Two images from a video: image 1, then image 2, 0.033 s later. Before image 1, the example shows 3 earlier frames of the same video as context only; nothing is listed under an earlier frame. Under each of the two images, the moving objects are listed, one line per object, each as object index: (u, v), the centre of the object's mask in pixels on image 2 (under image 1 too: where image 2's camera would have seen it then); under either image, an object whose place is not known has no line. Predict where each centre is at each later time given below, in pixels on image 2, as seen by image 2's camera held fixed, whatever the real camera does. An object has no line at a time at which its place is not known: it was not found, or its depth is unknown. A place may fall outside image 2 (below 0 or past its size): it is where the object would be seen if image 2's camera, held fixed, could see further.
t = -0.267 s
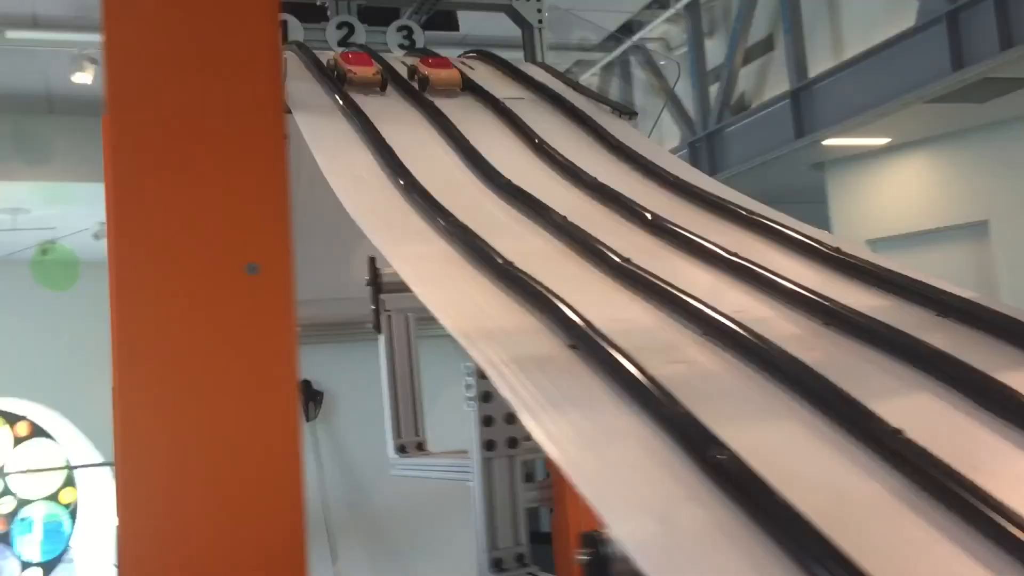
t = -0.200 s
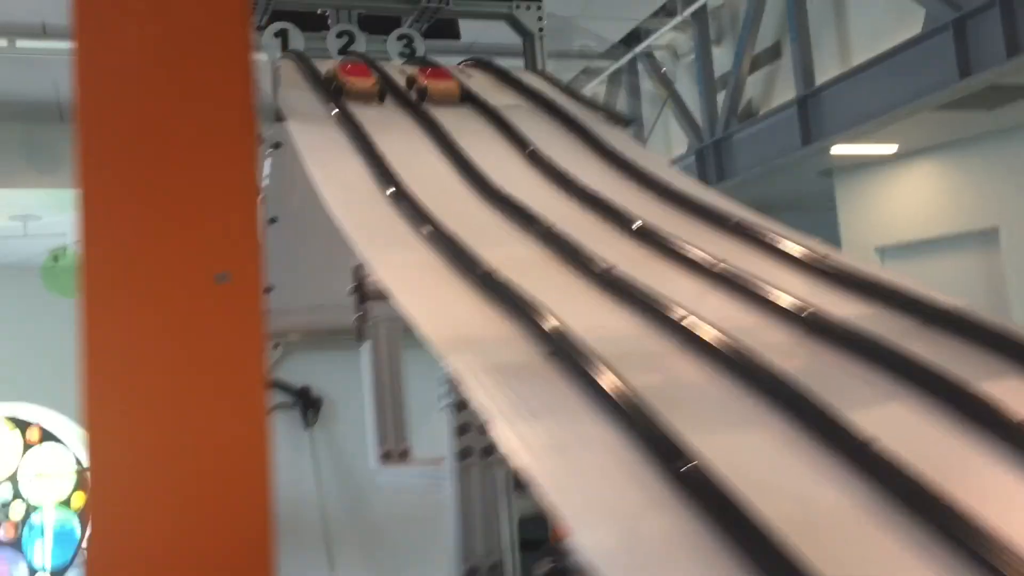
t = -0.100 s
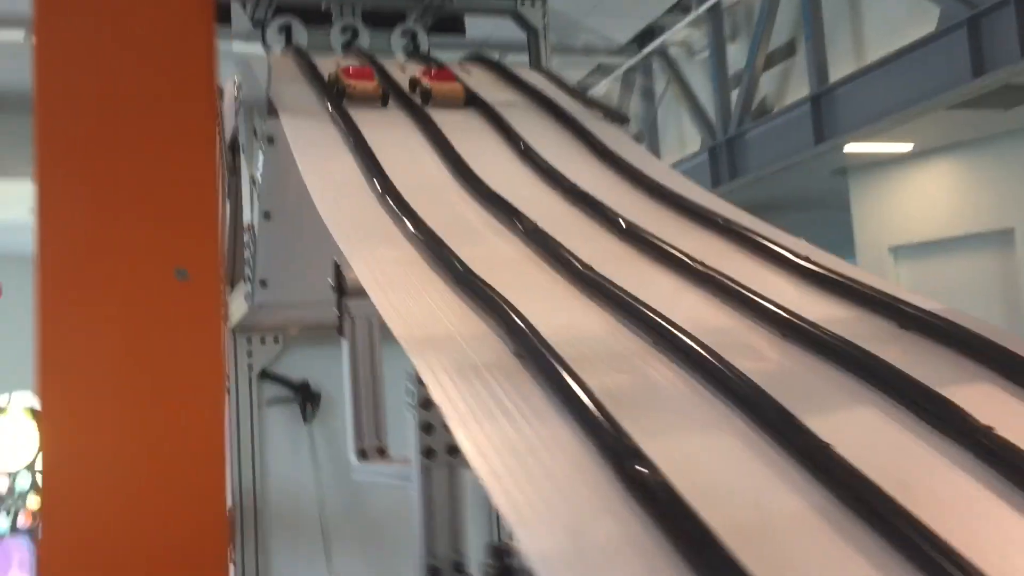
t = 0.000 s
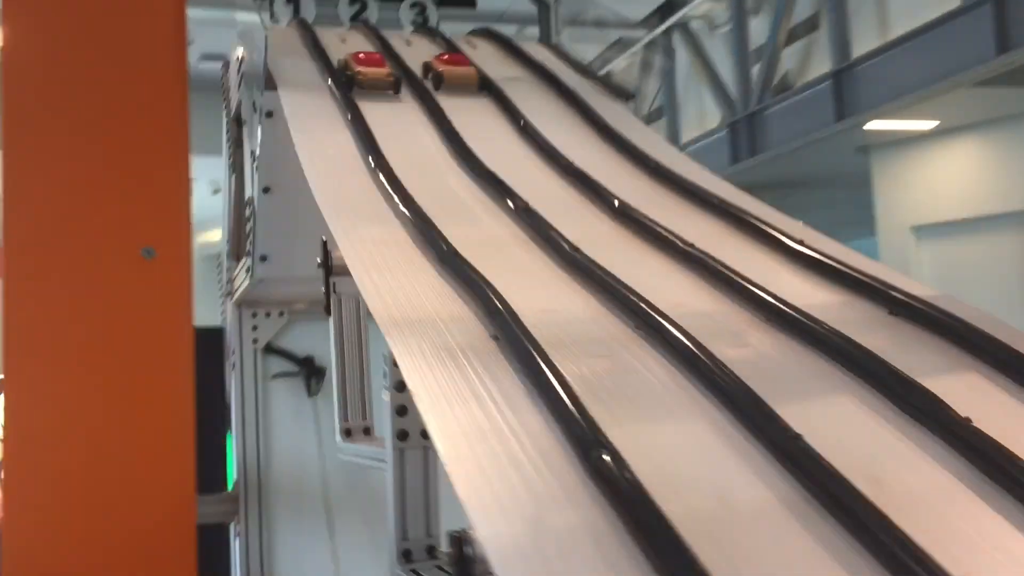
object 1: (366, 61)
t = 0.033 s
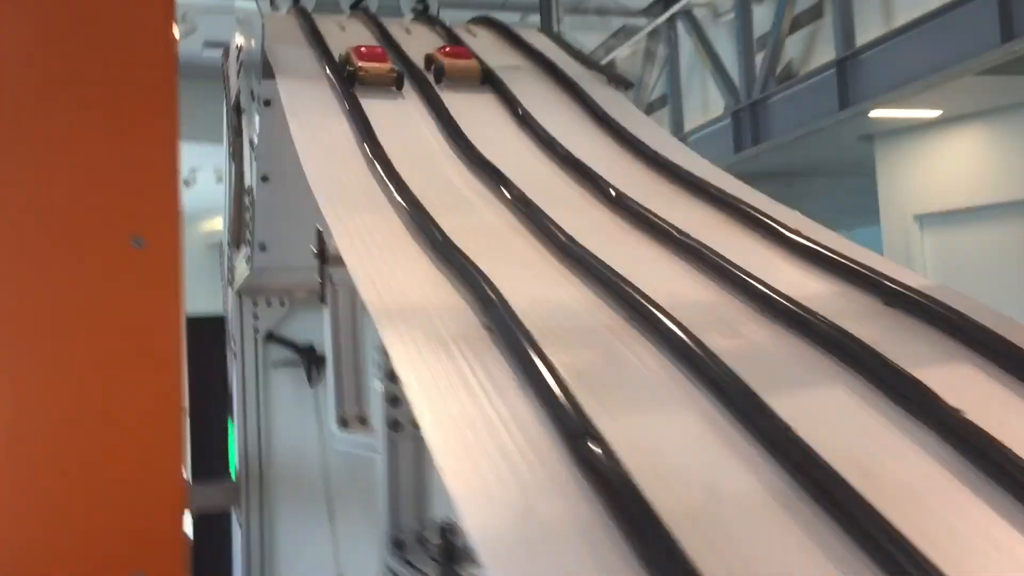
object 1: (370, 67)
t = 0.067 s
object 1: (375, 75)
